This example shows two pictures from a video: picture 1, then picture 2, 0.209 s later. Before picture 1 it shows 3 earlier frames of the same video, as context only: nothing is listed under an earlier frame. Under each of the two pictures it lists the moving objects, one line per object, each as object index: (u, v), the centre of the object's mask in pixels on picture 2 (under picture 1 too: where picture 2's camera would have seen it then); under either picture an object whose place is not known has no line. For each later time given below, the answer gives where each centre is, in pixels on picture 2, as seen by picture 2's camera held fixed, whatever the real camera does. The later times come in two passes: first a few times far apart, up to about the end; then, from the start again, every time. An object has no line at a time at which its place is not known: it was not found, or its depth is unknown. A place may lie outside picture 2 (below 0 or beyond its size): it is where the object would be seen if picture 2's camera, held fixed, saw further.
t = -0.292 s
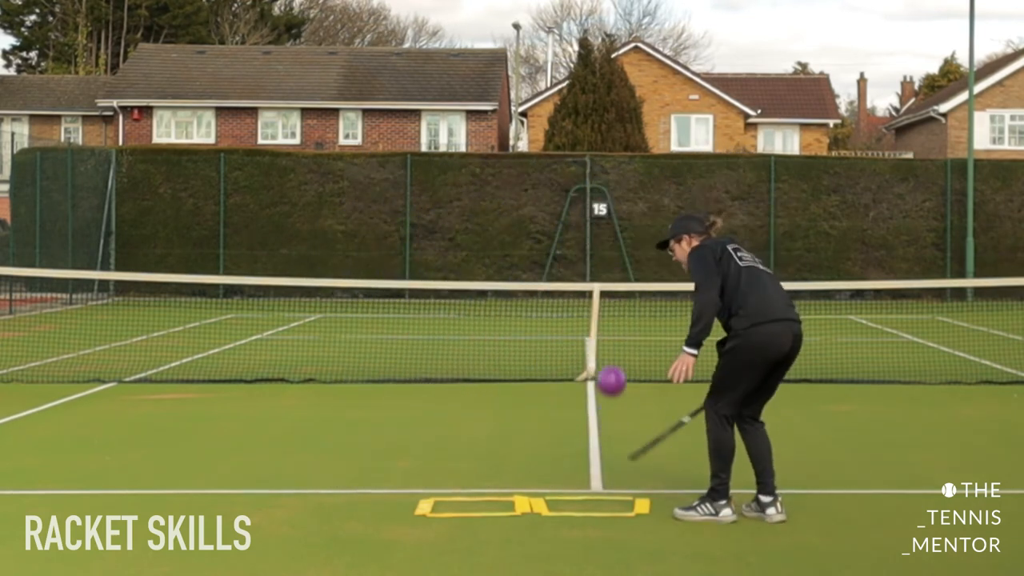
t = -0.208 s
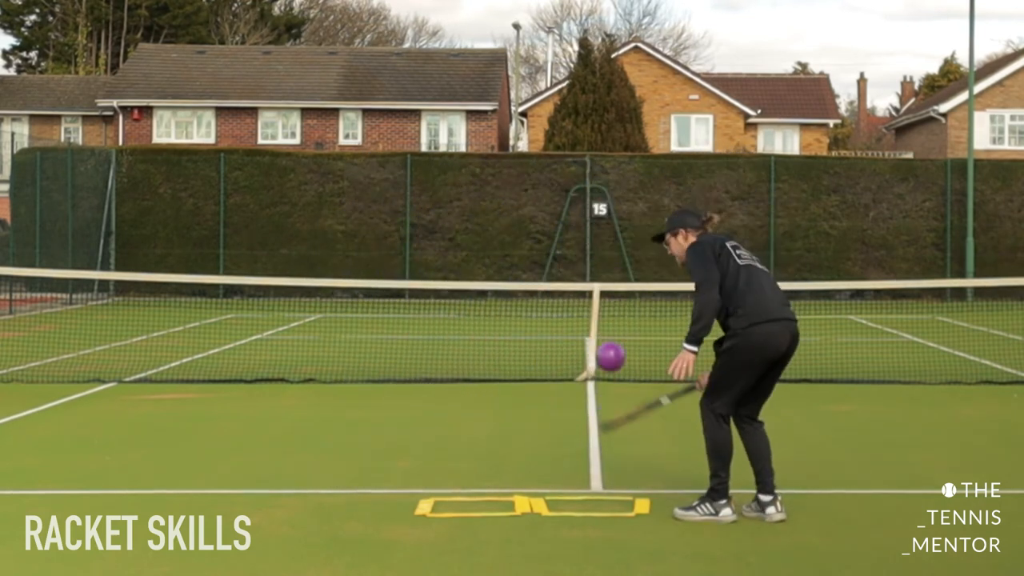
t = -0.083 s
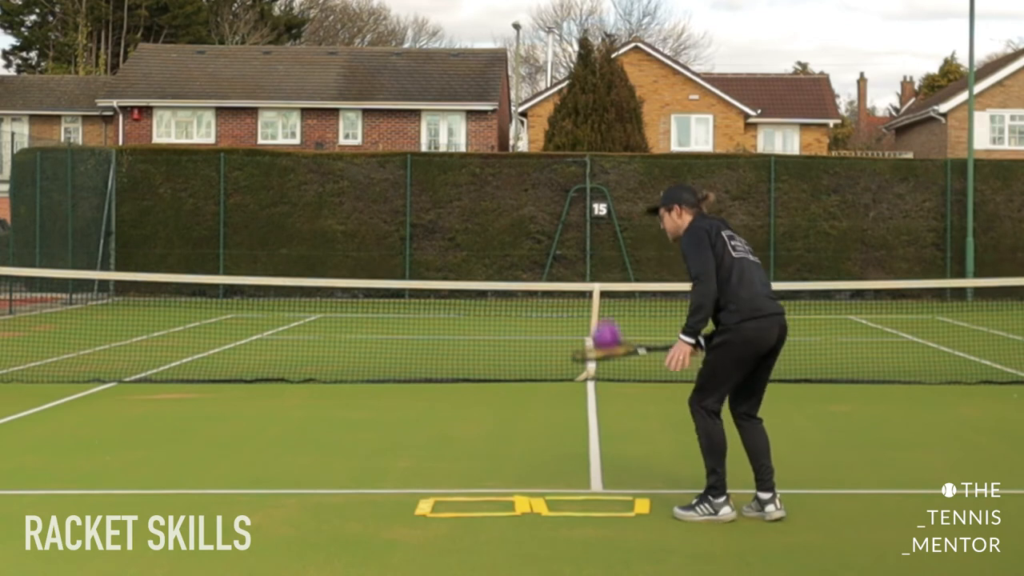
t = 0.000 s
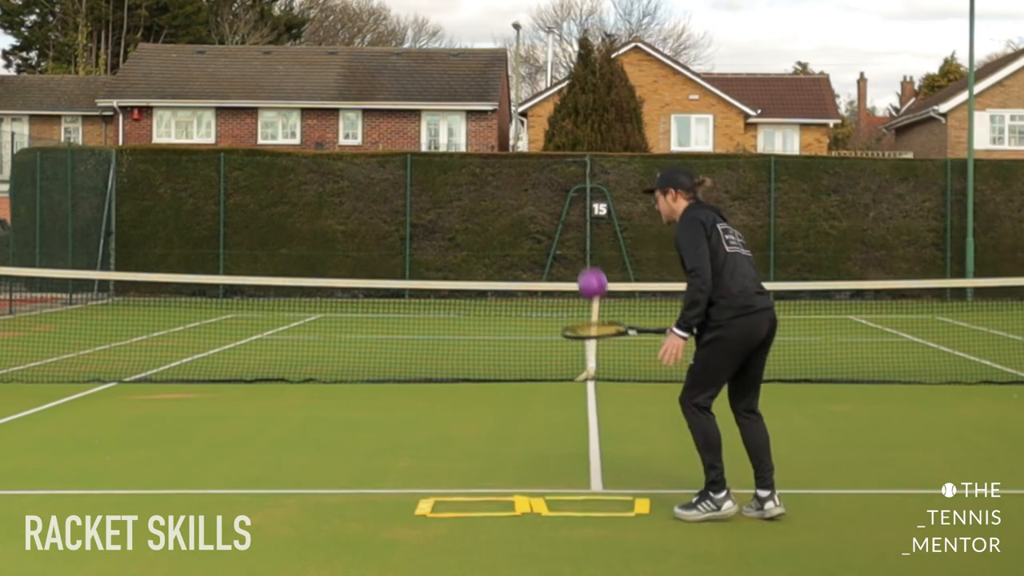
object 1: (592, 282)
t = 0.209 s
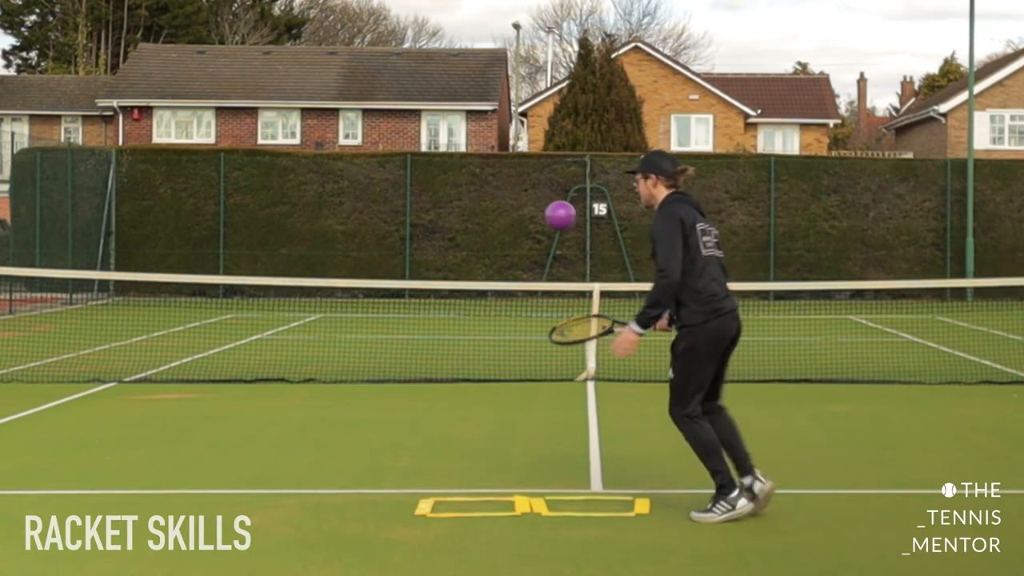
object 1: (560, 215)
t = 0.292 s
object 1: (547, 211)
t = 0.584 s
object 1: (499, 306)
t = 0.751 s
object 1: (471, 435)
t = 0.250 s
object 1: (554, 212)
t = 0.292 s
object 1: (547, 211)
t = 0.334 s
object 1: (540, 215)
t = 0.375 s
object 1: (534, 221)
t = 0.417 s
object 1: (527, 231)
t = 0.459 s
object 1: (520, 244)
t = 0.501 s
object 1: (513, 261)
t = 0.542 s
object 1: (506, 281)
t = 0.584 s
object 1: (499, 306)
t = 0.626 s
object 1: (492, 334)
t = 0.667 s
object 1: (485, 364)
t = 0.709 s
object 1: (478, 398)
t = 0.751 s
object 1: (471, 435)
